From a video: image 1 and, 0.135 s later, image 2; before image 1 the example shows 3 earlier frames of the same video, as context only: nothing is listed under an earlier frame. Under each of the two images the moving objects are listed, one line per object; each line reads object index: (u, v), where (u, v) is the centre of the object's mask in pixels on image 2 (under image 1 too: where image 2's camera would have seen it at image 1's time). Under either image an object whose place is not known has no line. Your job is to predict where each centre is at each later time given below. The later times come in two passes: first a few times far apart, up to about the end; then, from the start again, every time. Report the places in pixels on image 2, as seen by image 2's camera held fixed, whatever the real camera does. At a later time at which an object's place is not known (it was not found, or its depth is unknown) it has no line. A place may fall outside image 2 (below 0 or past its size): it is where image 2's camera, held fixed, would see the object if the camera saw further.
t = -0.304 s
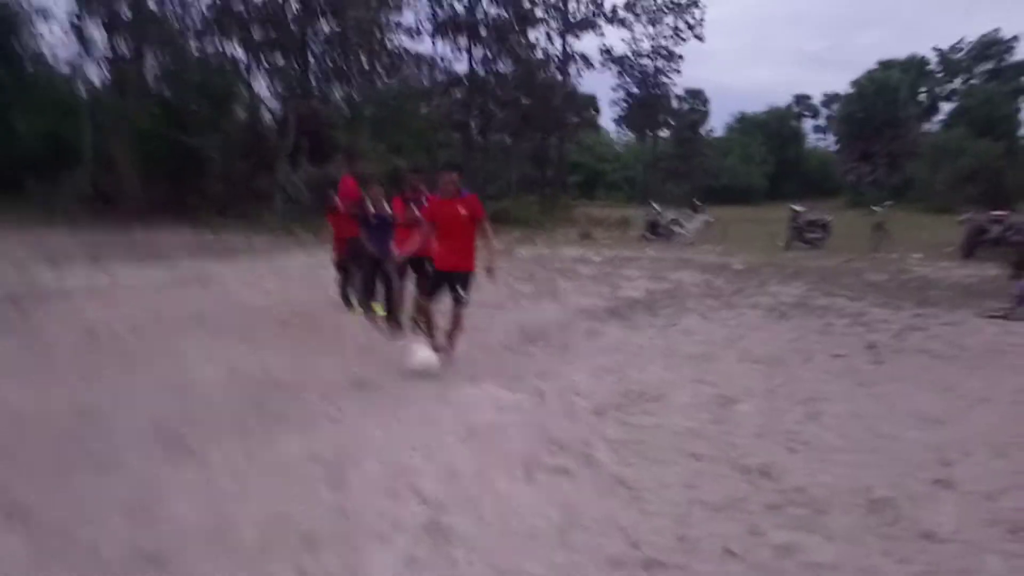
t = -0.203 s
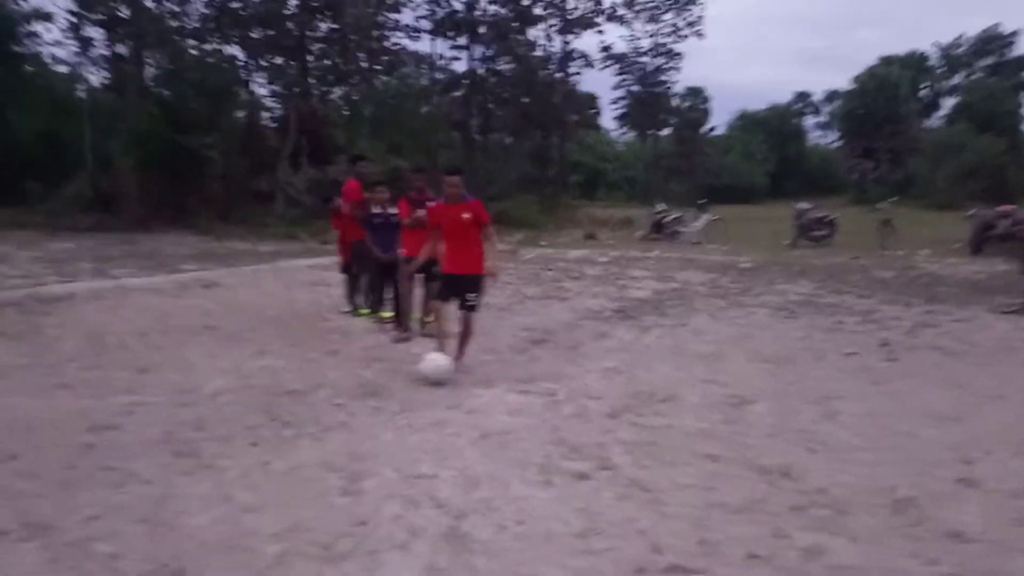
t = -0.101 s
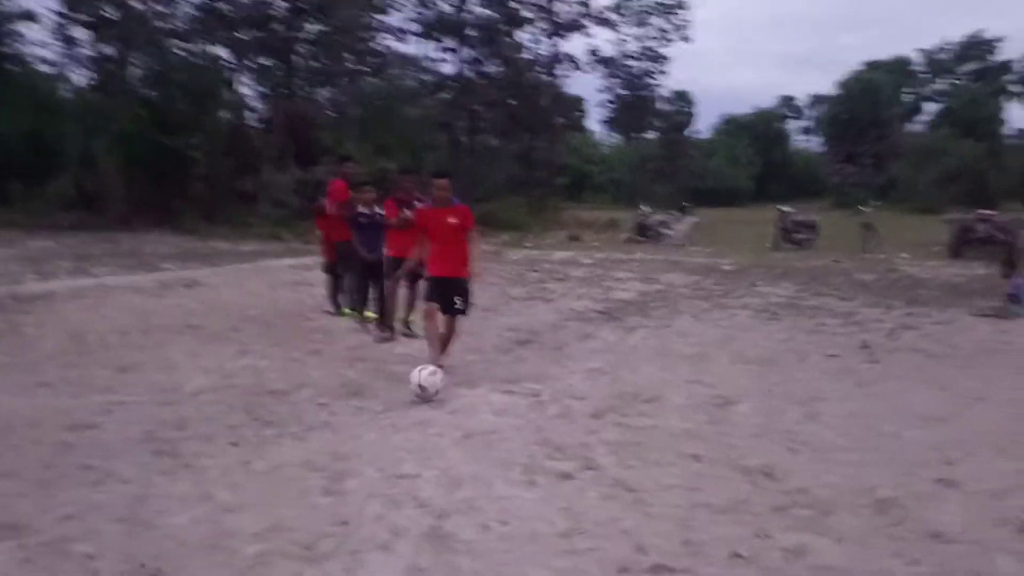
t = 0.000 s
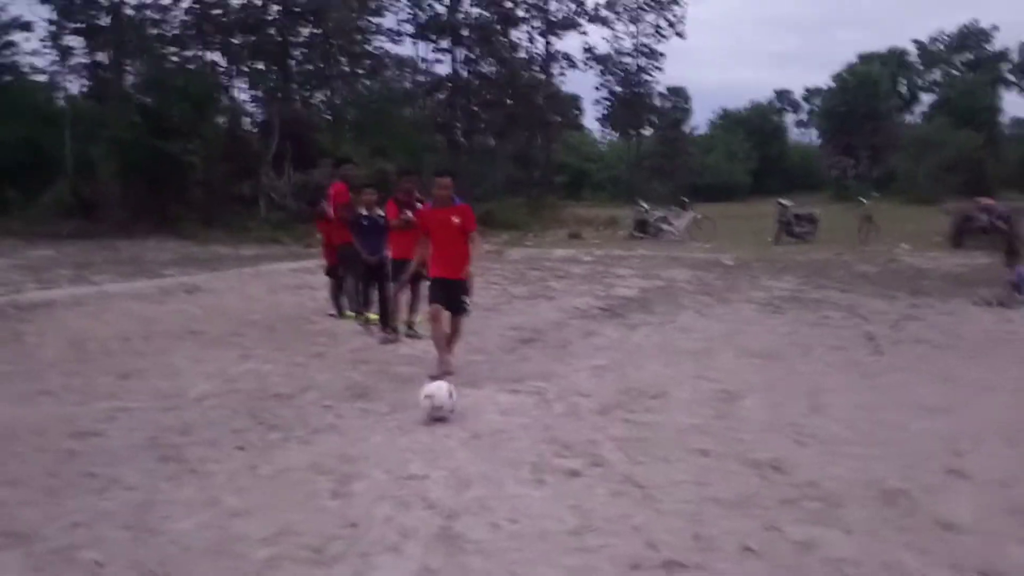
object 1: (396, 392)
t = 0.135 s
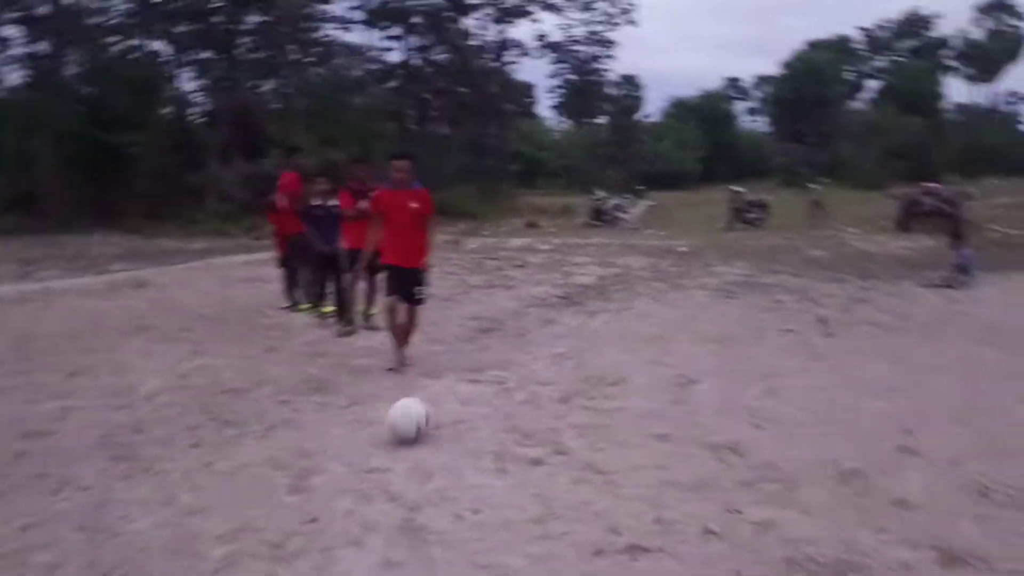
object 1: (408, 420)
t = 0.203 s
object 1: (413, 432)
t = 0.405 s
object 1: (434, 472)
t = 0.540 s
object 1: (450, 503)
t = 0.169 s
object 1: (412, 426)
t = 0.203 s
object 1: (413, 432)
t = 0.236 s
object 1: (415, 438)
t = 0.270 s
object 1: (418, 447)
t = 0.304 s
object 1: (423, 455)
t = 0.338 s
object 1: (427, 462)
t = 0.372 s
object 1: (431, 466)
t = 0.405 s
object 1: (434, 472)
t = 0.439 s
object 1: (436, 478)
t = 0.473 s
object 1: (439, 488)
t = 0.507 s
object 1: (445, 494)
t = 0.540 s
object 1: (450, 503)
